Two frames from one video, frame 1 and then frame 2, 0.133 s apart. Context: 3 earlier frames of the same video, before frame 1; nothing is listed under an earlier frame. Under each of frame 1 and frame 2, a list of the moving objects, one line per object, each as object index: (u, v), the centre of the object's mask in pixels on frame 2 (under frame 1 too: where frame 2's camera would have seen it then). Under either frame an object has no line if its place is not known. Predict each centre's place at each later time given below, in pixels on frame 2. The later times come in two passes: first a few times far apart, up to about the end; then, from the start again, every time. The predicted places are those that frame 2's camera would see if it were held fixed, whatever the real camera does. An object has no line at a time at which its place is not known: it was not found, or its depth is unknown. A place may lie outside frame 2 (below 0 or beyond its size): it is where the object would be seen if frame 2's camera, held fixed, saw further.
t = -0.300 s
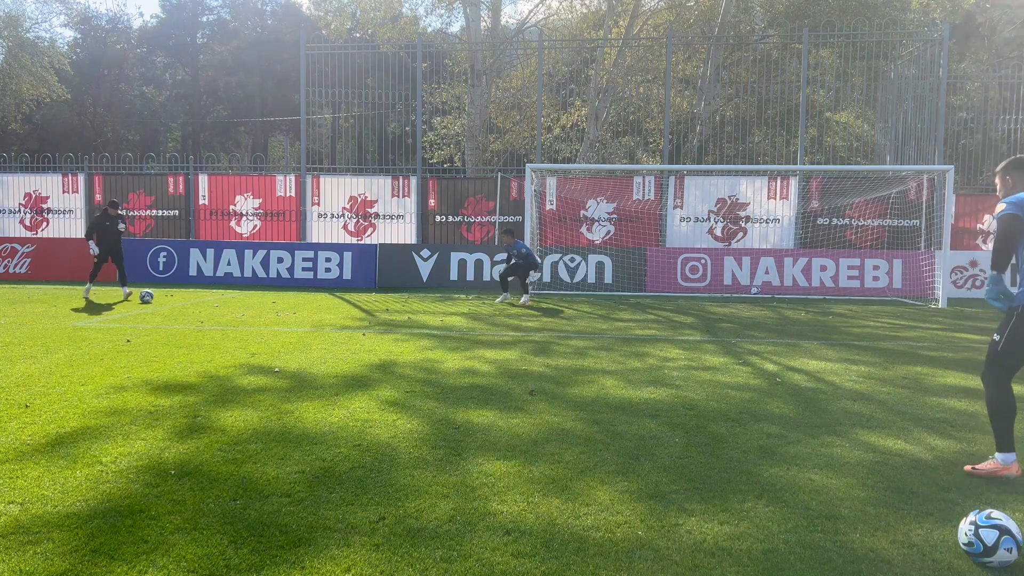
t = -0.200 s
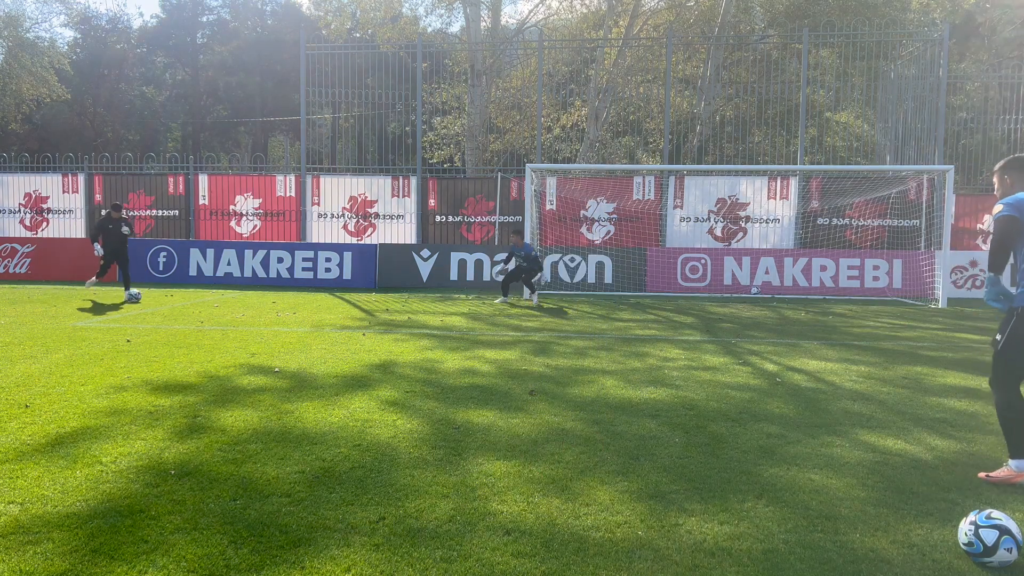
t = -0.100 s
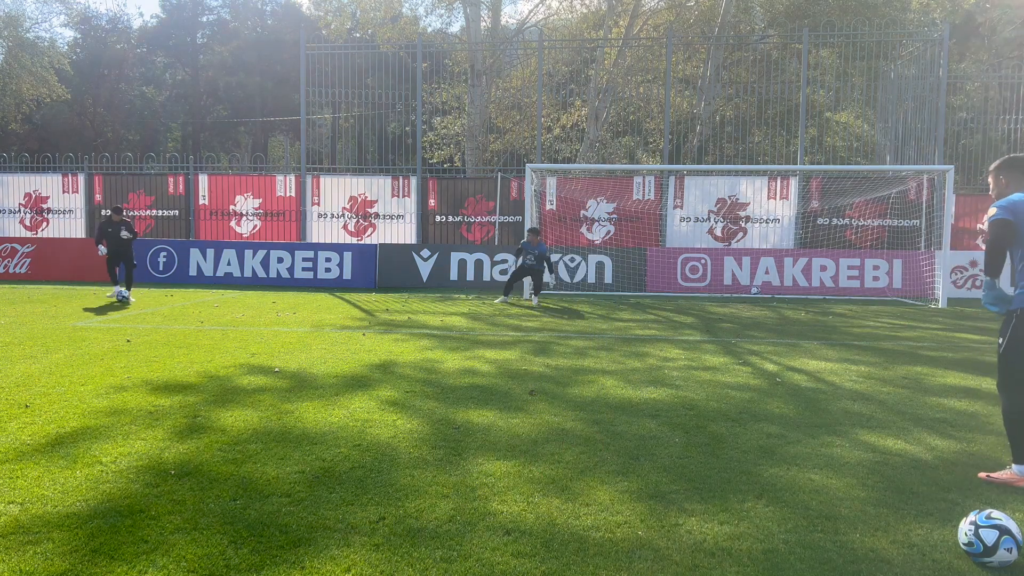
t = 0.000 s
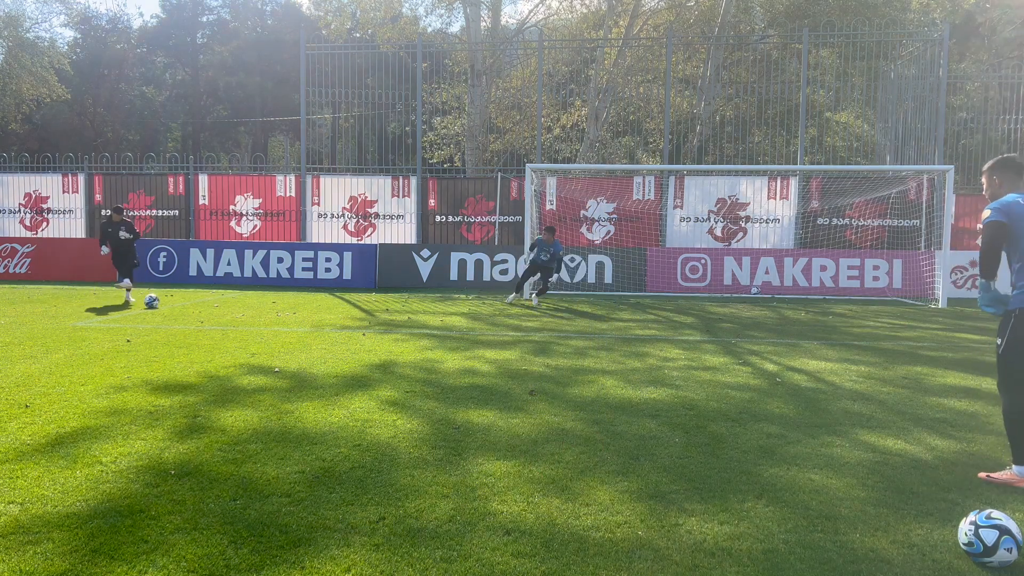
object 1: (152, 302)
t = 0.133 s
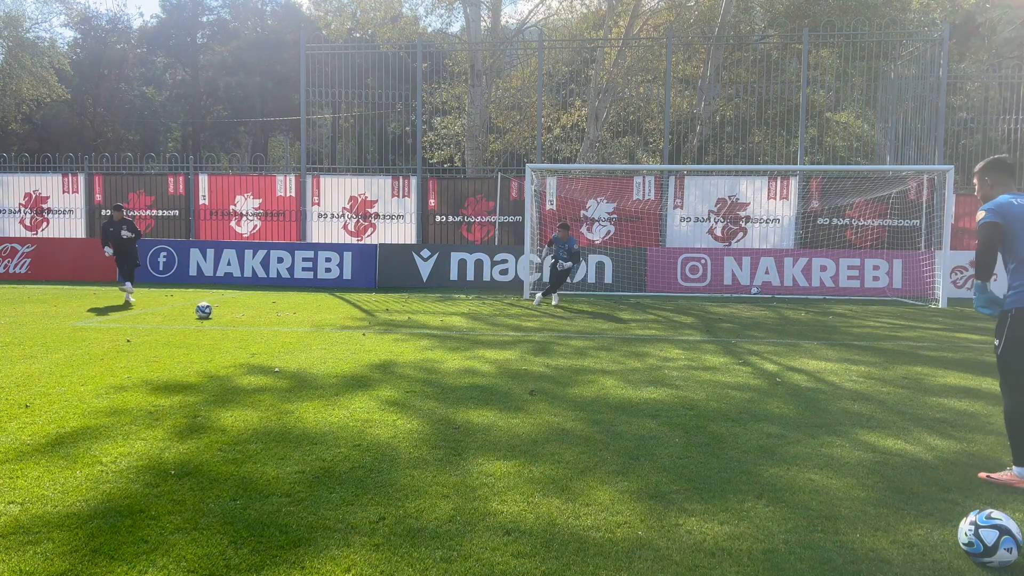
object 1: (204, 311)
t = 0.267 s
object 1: (263, 321)
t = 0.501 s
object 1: (385, 341)
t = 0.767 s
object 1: (551, 368)
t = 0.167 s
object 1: (218, 313)
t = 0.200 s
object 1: (233, 316)
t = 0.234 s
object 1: (248, 319)
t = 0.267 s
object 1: (263, 321)
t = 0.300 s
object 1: (279, 322)
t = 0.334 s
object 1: (295, 326)
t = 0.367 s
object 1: (313, 330)
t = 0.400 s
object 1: (330, 333)
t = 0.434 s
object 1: (348, 335)
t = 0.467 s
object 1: (366, 338)
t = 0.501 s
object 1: (385, 341)
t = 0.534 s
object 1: (404, 344)
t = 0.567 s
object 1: (424, 346)
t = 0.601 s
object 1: (444, 349)
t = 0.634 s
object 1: (464, 353)
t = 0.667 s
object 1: (485, 356)
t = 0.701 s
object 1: (506, 360)
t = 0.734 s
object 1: (529, 364)
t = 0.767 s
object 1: (551, 368)
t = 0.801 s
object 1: (575, 371)
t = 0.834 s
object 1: (599, 375)
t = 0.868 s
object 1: (625, 379)
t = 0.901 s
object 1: (651, 382)
